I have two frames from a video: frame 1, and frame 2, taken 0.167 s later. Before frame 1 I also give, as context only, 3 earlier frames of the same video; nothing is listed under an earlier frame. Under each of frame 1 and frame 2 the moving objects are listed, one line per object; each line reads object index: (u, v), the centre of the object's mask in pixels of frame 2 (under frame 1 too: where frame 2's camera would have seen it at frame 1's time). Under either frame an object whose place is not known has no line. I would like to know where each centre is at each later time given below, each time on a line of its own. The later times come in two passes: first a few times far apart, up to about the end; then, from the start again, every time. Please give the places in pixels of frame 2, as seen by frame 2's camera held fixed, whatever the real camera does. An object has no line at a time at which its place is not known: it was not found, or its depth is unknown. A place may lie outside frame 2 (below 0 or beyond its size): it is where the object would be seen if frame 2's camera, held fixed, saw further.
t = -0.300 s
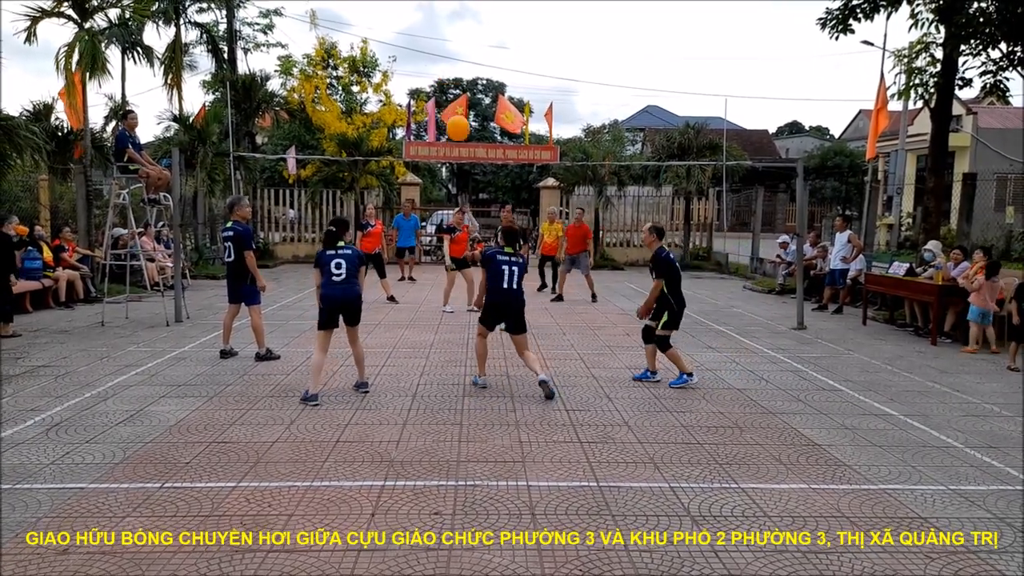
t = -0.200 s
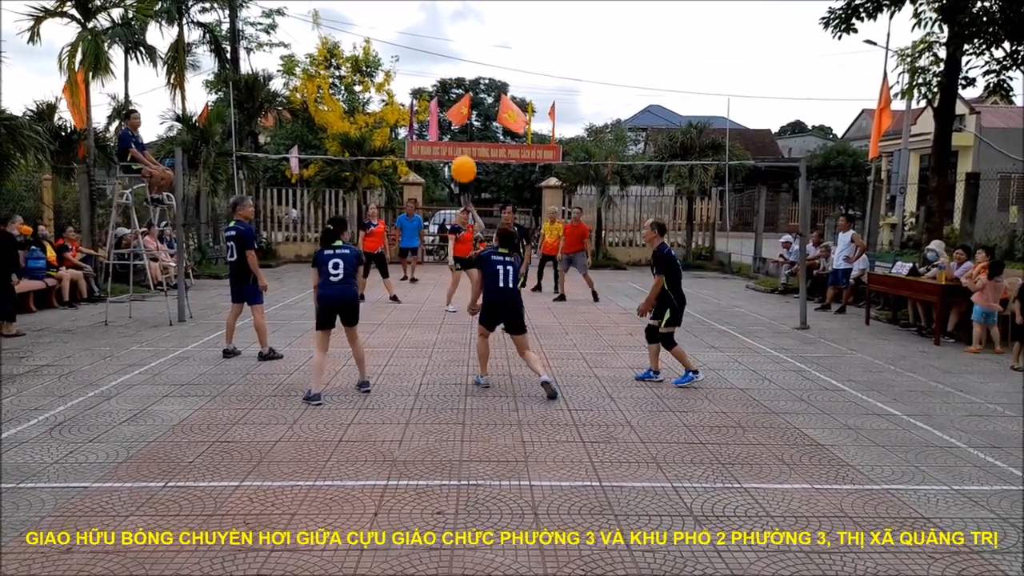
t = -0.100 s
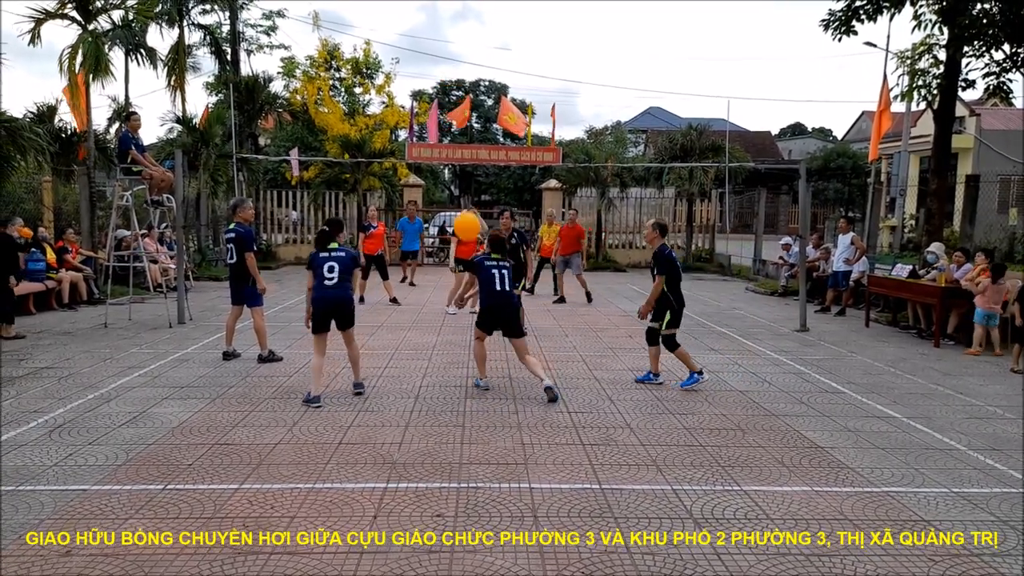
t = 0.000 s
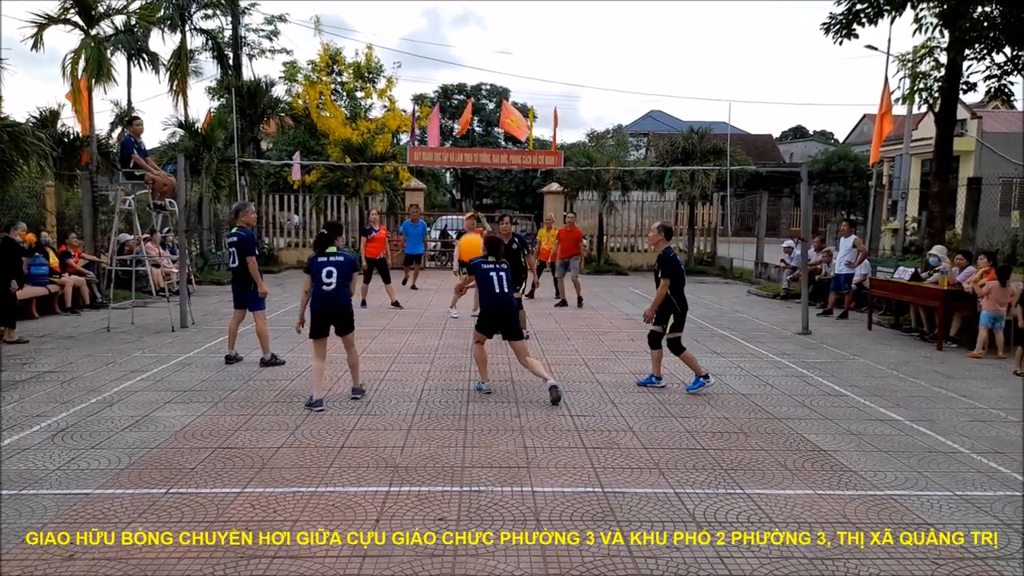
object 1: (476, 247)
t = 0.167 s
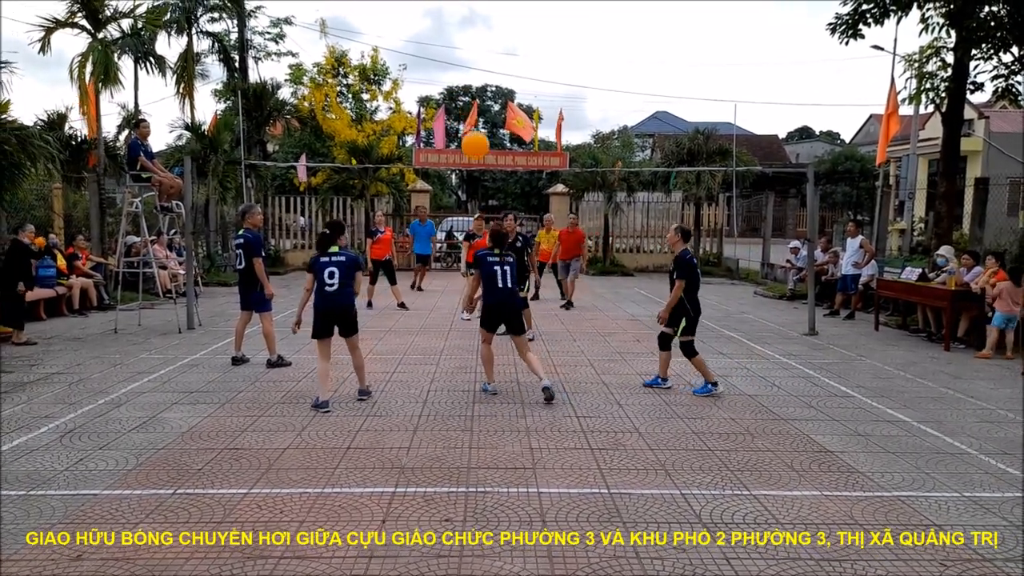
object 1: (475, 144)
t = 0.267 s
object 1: (473, 97)
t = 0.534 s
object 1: (464, 24)
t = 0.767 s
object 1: (454, 21)
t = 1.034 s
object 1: (443, 83)
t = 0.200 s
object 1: (474, 128)
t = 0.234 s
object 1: (474, 111)
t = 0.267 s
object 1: (473, 97)
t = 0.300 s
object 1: (472, 84)
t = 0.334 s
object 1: (471, 71)
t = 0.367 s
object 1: (470, 60)
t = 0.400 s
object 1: (469, 50)
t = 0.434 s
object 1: (468, 42)
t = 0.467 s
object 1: (467, 35)
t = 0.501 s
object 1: (465, 29)
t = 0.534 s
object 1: (464, 24)
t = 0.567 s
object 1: (462, 20)
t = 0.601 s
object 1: (461, 17)
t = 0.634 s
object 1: (460, 16)
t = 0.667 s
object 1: (458, 15)
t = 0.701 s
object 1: (457, 16)
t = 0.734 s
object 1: (456, 18)
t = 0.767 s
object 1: (454, 21)
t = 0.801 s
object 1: (453, 25)
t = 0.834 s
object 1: (451, 31)
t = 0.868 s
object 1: (450, 37)
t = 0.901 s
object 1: (449, 45)
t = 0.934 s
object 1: (447, 53)
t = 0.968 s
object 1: (446, 62)
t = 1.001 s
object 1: (444, 72)
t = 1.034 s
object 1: (443, 83)
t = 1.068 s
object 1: (441, 96)
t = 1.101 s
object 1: (440, 109)
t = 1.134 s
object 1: (438, 123)
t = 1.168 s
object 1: (437, 139)
